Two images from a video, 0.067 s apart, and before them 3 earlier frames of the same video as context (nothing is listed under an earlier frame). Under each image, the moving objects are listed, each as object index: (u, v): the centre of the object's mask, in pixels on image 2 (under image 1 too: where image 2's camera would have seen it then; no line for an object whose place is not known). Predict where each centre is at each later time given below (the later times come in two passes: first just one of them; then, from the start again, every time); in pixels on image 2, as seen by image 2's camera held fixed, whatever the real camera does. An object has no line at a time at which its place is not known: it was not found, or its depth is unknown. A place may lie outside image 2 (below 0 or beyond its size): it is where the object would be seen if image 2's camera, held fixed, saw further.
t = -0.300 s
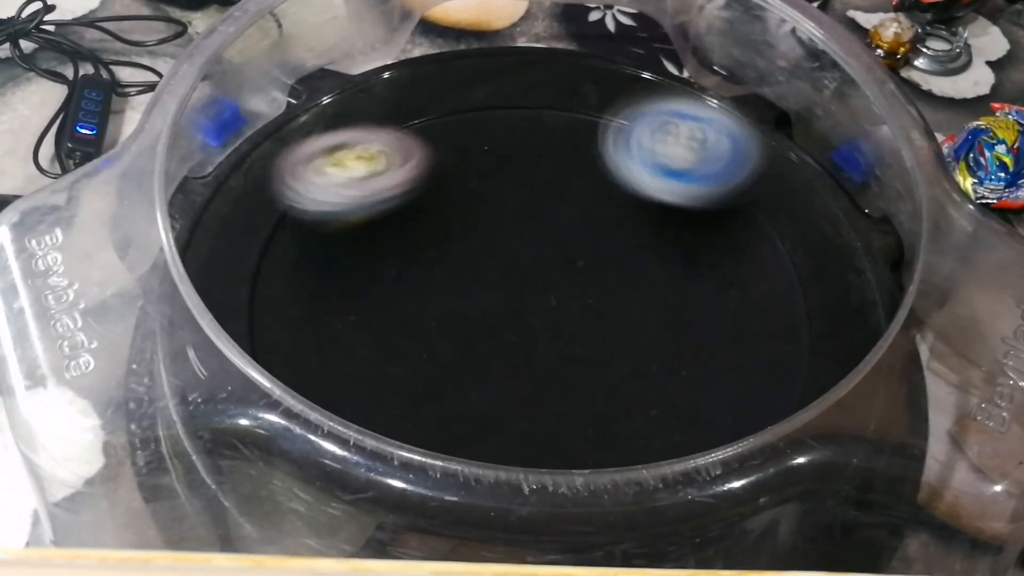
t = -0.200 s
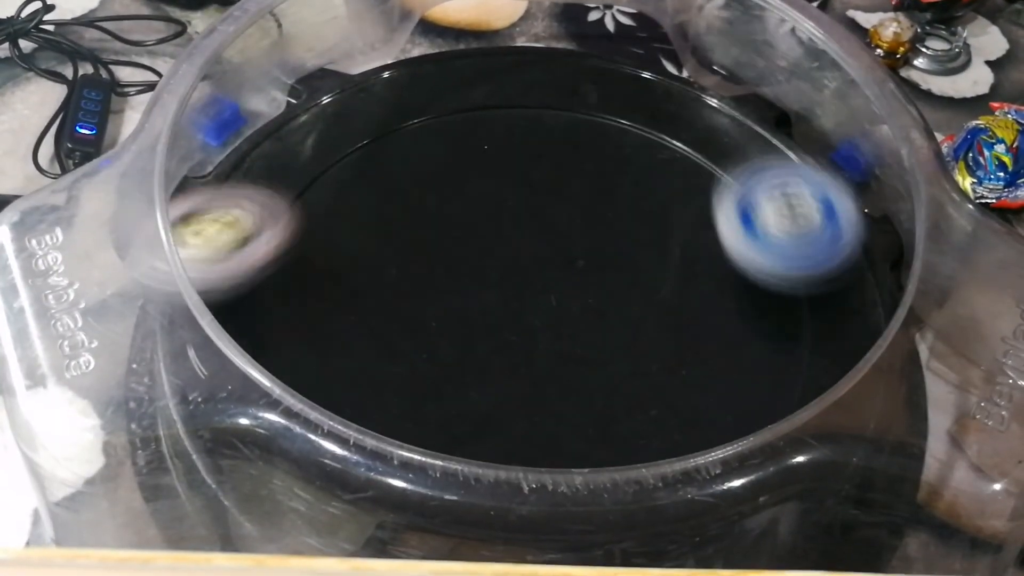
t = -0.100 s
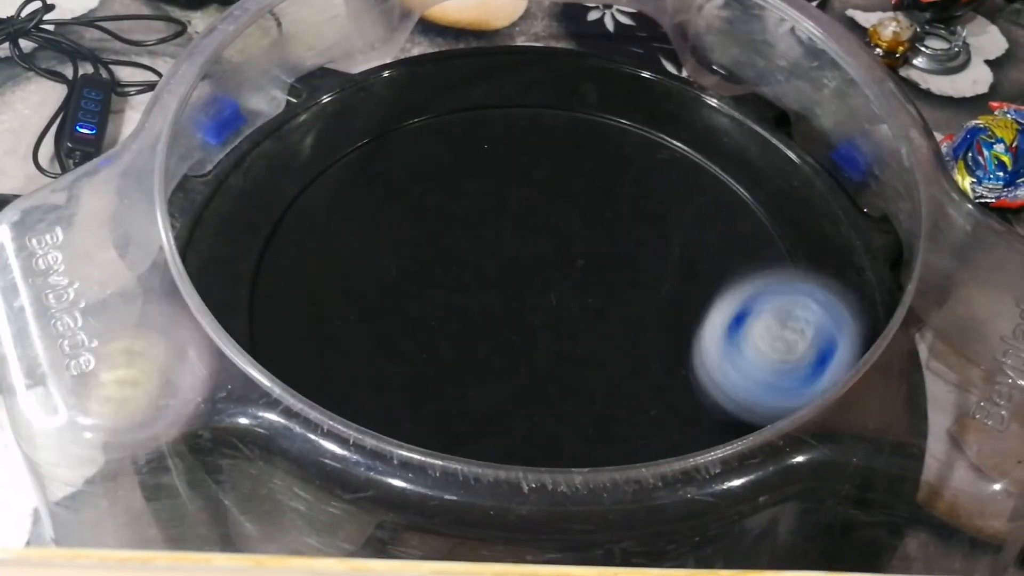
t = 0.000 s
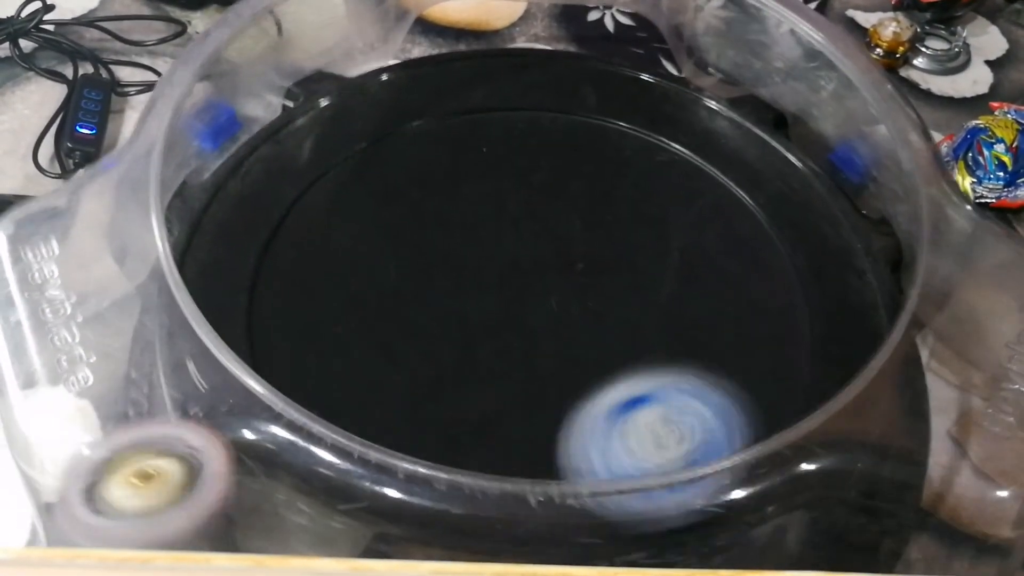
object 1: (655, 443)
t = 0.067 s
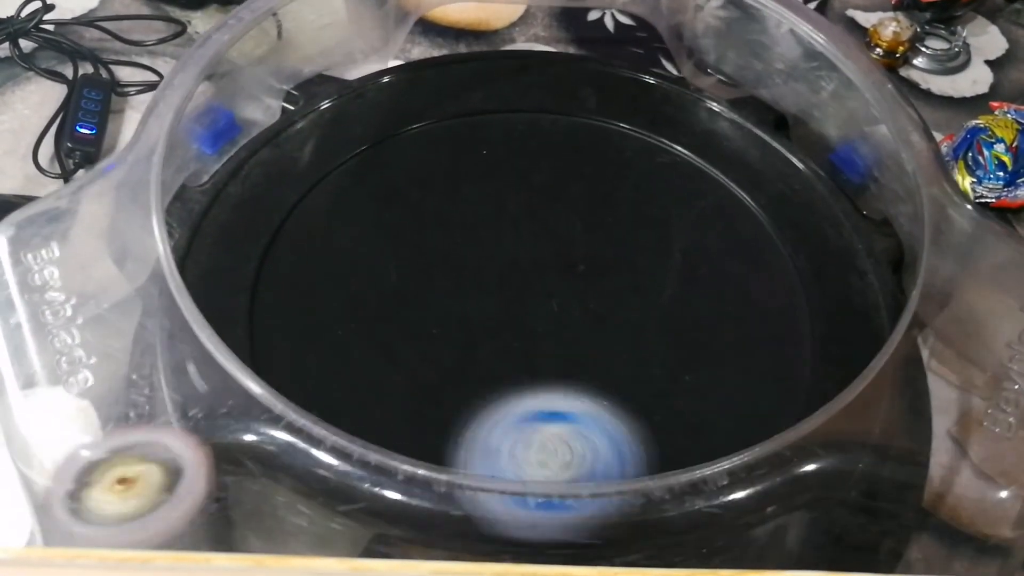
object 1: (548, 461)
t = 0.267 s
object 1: (311, 315)
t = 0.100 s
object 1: (494, 452)
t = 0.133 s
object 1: (445, 433)
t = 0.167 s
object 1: (402, 403)
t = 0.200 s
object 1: (363, 379)
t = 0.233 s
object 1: (333, 349)
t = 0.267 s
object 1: (311, 315)
